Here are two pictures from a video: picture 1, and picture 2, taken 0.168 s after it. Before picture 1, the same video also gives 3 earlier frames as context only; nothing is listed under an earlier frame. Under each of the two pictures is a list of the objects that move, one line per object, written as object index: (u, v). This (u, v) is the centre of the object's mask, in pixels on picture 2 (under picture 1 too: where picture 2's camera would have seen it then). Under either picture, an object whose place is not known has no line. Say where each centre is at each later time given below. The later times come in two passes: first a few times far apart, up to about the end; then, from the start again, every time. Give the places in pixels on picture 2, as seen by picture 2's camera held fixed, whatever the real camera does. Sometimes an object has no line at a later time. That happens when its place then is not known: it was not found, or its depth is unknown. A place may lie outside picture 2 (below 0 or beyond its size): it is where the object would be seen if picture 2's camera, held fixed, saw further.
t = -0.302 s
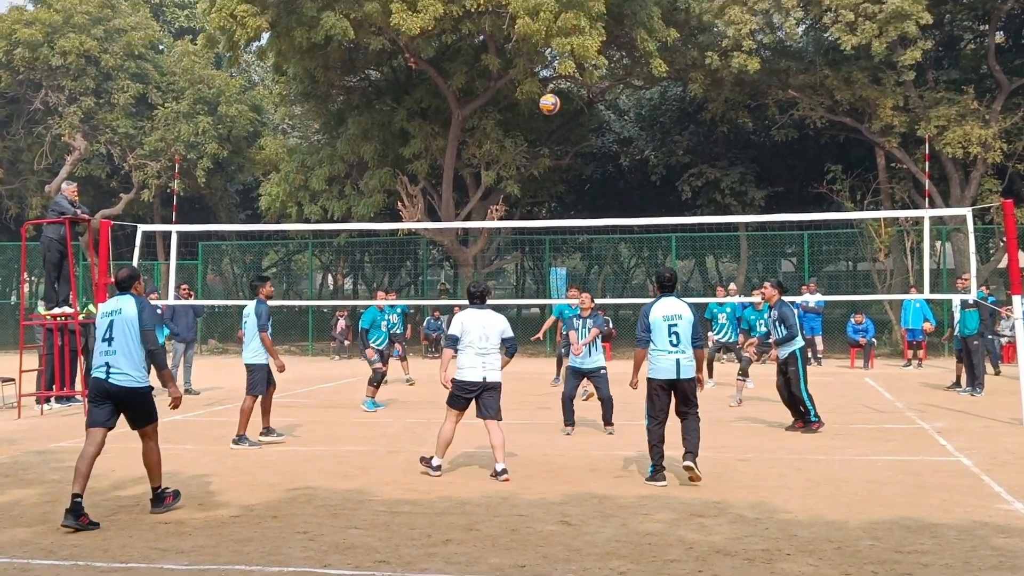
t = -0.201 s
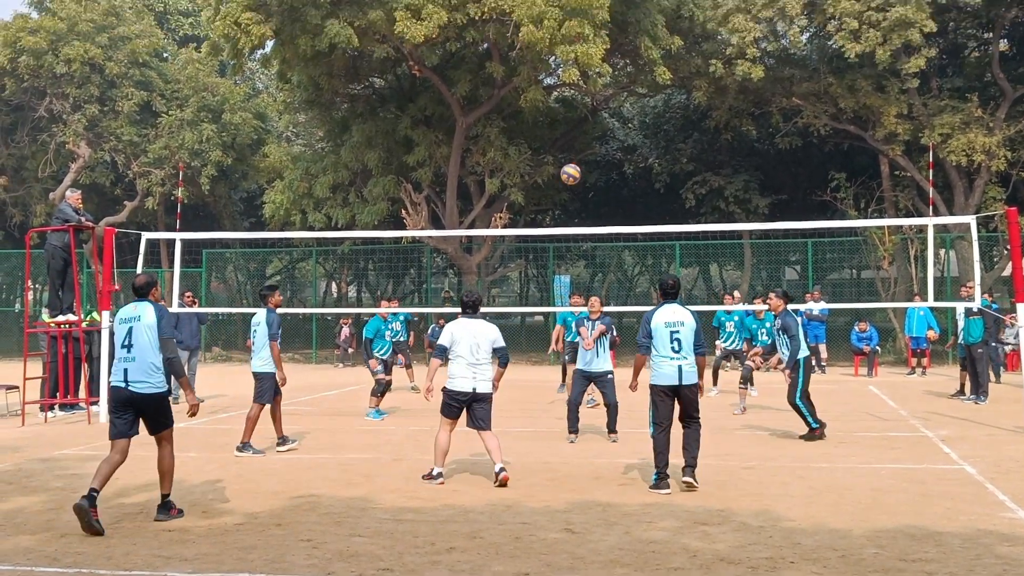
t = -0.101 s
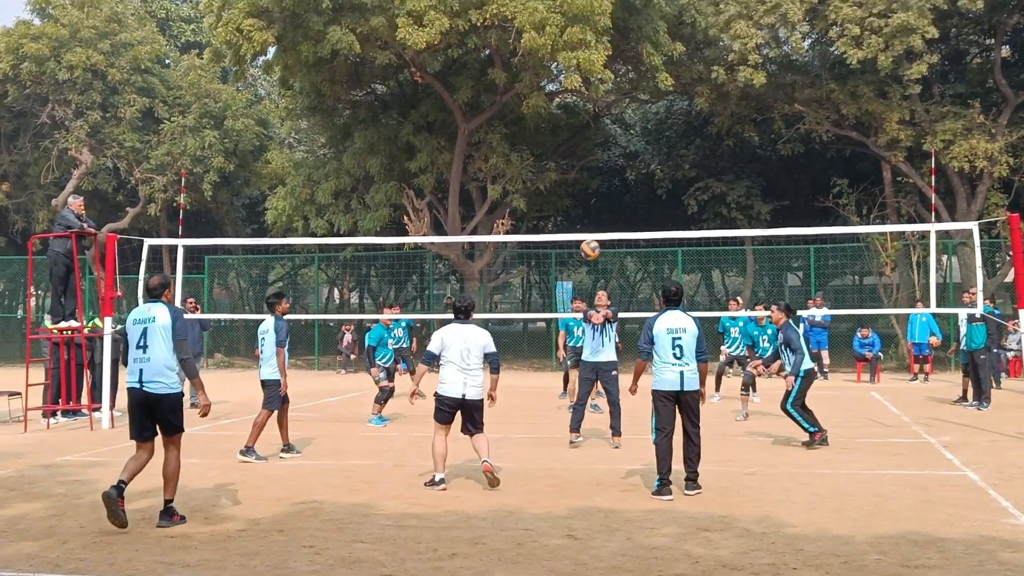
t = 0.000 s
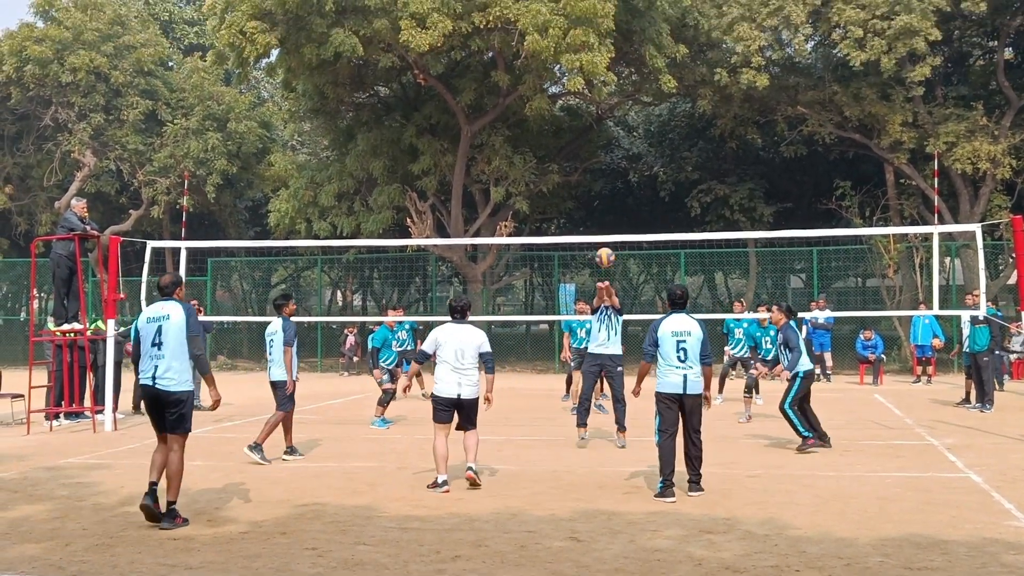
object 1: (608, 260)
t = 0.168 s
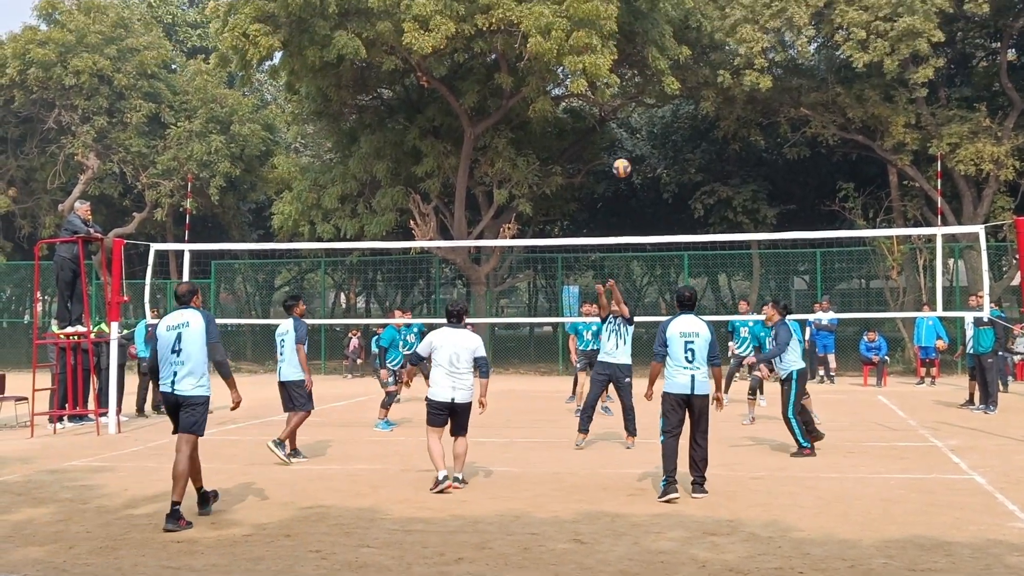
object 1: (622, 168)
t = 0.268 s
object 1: (629, 130)
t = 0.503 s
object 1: (645, 82)
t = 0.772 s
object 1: (662, 84)
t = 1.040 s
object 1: (676, 135)
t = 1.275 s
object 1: (687, 209)
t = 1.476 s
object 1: (696, 292)
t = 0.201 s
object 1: (624, 154)
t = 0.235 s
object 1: (627, 141)
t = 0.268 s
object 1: (629, 130)
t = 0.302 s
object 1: (631, 120)
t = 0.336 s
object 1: (634, 111)
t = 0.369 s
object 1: (636, 102)
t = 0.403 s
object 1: (639, 96)
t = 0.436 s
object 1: (641, 91)
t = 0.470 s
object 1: (643, 86)
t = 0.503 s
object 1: (645, 82)
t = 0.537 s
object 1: (648, 79)
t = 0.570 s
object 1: (650, 78)
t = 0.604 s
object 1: (652, 77)
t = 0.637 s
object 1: (654, 77)
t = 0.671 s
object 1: (656, 78)
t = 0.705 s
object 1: (658, 79)
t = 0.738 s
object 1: (660, 82)
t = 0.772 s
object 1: (662, 84)
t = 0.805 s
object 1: (664, 89)
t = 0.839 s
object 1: (666, 94)
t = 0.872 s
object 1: (667, 99)
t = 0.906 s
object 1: (669, 104)
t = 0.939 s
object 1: (671, 111)
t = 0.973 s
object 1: (673, 119)
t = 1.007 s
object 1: (674, 127)
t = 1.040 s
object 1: (676, 135)
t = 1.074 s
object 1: (678, 144)
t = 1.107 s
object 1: (680, 153)
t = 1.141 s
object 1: (681, 164)
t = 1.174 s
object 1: (682, 174)
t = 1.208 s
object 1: (684, 186)
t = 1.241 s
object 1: (686, 197)
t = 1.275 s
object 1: (687, 209)
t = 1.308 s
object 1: (689, 222)
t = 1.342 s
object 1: (690, 232)
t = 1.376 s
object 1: (692, 249)
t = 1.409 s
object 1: (693, 263)
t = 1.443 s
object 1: (694, 277)
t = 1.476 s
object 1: (696, 292)
